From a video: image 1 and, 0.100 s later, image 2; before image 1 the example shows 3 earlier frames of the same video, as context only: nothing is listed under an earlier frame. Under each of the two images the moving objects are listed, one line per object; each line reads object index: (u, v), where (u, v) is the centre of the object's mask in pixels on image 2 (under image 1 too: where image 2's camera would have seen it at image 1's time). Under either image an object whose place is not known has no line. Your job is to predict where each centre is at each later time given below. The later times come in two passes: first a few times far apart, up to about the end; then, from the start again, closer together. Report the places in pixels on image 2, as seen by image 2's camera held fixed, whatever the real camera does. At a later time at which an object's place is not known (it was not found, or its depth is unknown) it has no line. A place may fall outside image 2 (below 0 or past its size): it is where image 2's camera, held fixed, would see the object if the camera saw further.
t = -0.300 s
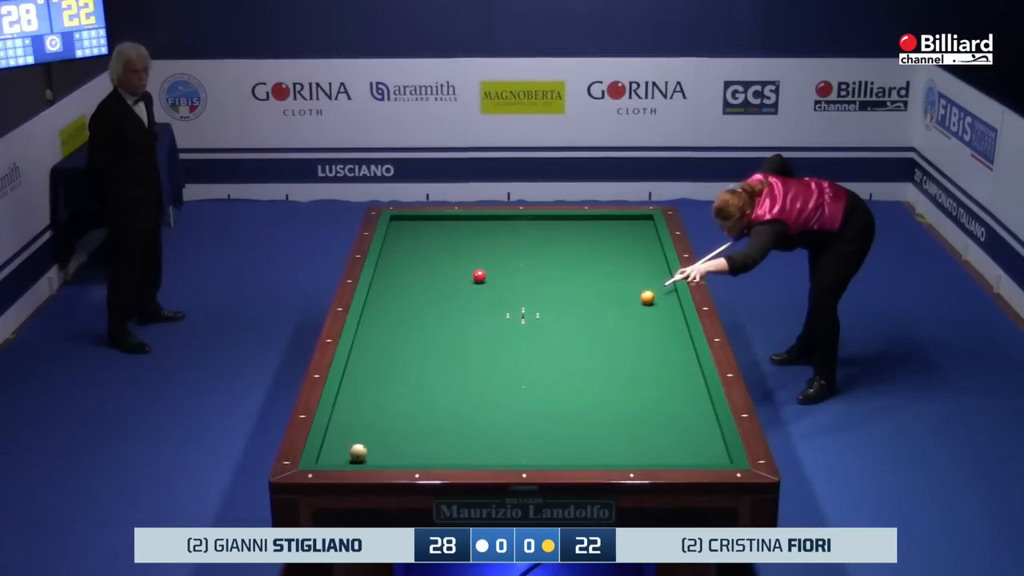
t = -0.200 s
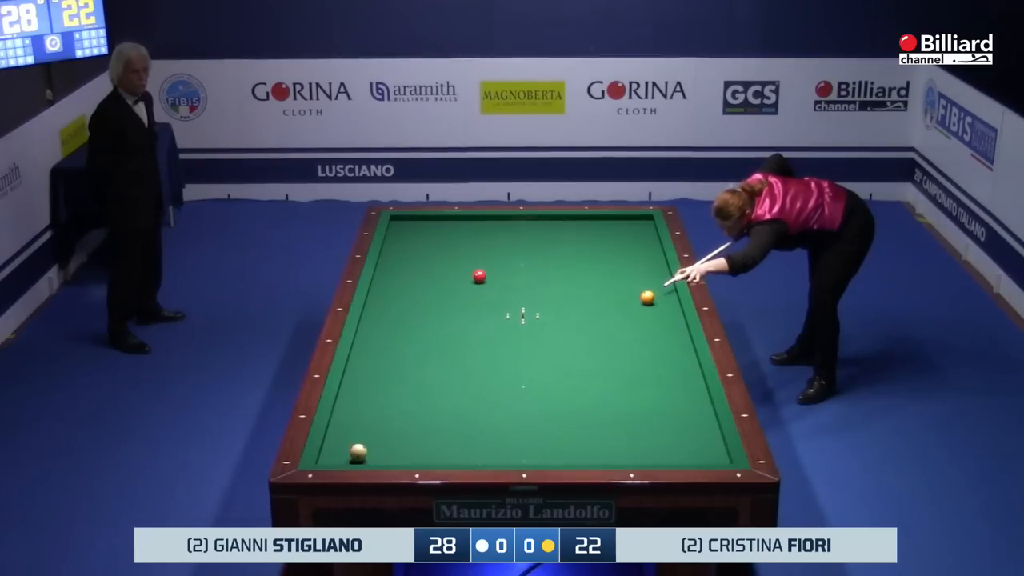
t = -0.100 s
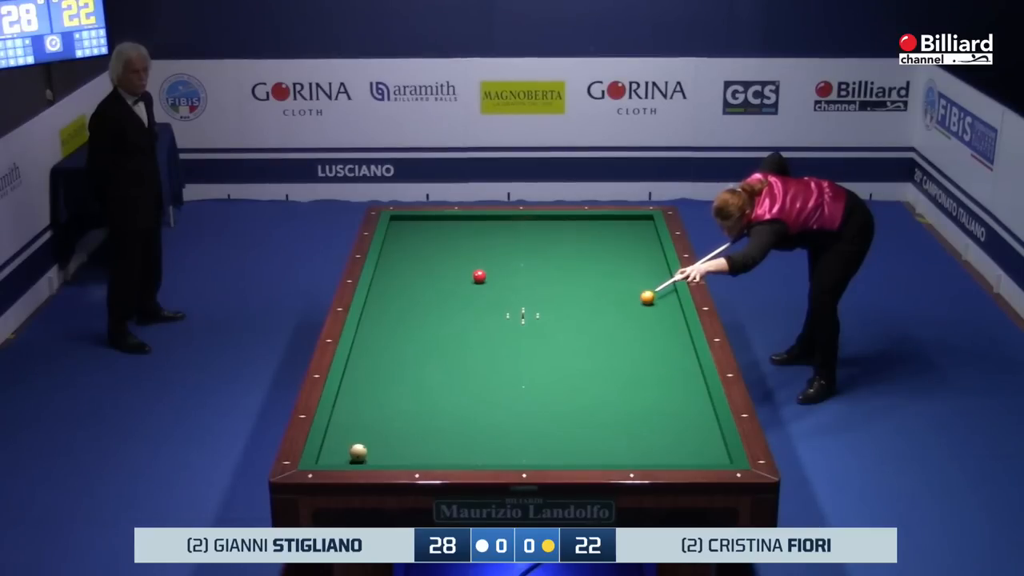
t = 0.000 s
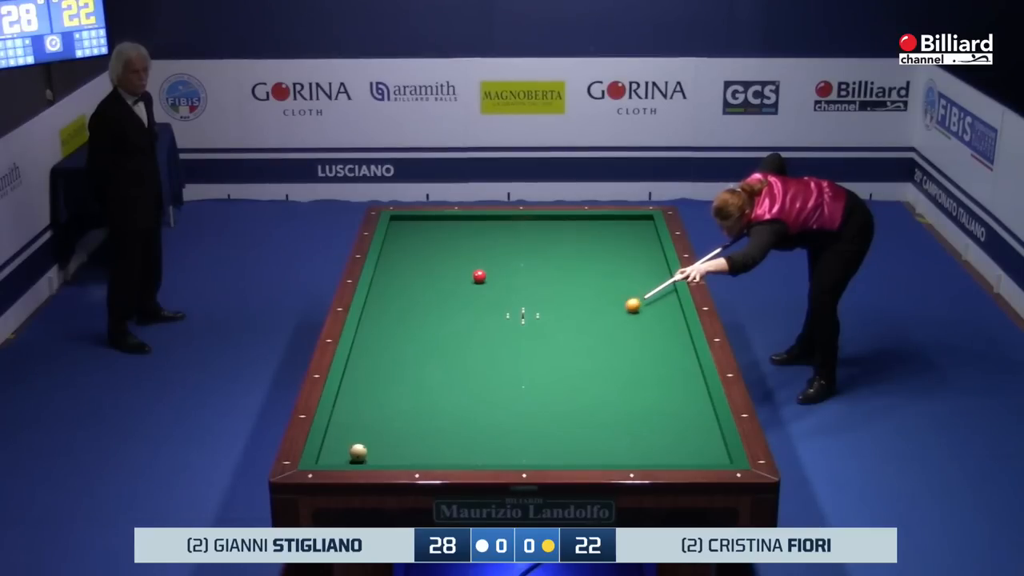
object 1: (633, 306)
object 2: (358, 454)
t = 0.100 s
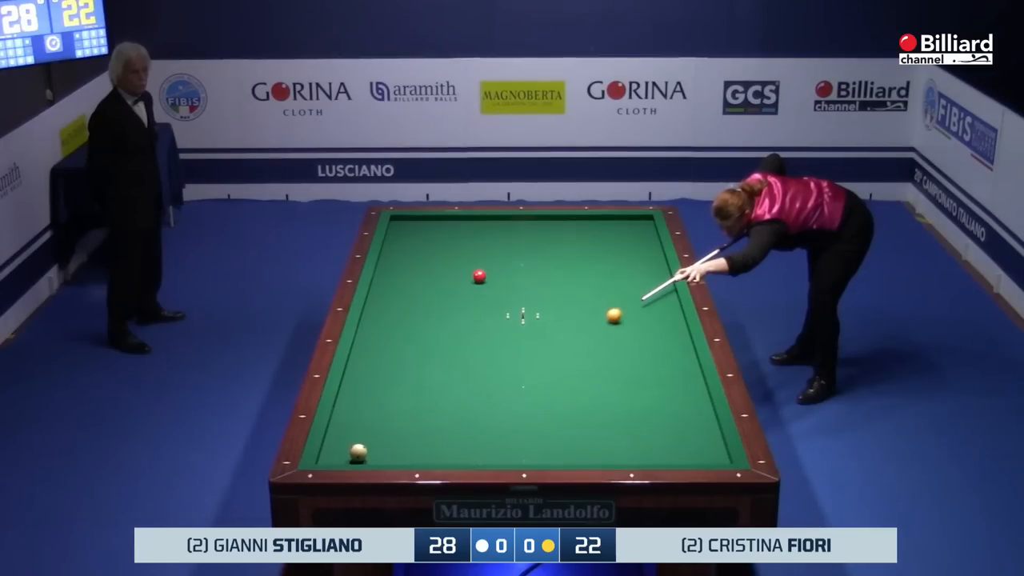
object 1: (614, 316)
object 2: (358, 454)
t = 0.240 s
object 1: (588, 330)
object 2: (358, 454)
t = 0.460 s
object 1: (545, 354)
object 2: (358, 454)
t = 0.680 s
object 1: (498, 379)
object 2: (358, 454)
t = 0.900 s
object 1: (447, 407)
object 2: (358, 454)
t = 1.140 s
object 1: (387, 440)
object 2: (358, 453)
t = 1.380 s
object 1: (371, 454)
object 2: (328, 455)
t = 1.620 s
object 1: (362, 459)
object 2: (352, 442)
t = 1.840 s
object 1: (361, 455)
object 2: (372, 430)
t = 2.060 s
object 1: (359, 451)
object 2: (391, 419)
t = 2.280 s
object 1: (358, 446)
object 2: (409, 408)
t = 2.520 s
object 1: (357, 440)
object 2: (427, 397)
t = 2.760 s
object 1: (355, 435)
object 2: (444, 386)
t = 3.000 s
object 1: (354, 431)
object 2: (460, 376)
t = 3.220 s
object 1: (353, 427)
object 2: (473, 368)
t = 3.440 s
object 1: (352, 423)
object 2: (486, 360)
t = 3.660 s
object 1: (351, 420)
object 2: (499, 352)
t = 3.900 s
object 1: (350, 417)
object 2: (512, 344)
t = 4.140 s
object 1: (349, 414)
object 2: (524, 336)
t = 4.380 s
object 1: (348, 411)
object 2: (536, 329)
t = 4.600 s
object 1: (347, 409)
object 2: (546, 323)
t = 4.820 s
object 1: (346, 408)
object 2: (556, 317)
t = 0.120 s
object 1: (610, 318)
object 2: (358, 454)
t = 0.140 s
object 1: (606, 320)
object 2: (358, 454)
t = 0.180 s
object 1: (599, 324)
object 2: (358, 454)
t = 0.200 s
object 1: (596, 326)
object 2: (358, 454)
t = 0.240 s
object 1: (588, 330)
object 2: (358, 454)
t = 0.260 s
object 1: (584, 332)
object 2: (358, 454)
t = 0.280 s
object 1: (580, 334)
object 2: (358, 454)
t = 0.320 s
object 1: (572, 339)
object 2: (358, 454)
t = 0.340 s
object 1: (568, 341)
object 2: (358, 454)
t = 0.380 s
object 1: (561, 345)
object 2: (358, 454)
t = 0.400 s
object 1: (557, 347)
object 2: (358, 454)
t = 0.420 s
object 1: (553, 349)
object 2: (358, 454)
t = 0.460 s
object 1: (545, 354)
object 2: (358, 454)
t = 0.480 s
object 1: (540, 356)
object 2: (358, 454)
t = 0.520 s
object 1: (532, 361)
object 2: (358, 454)
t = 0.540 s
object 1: (528, 363)
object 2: (358, 454)
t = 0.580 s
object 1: (519, 368)
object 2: (358, 454)
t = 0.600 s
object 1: (515, 370)
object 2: (358, 454)
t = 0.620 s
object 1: (511, 372)
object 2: (358, 454)
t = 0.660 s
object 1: (502, 377)
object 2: (358, 454)
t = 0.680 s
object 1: (498, 379)
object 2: (358, 454)
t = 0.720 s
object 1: (489, 384)
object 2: (358, 454)
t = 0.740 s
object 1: (484, 387)
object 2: (358, 454)
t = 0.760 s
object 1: (480, 389)
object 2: (358, 454)
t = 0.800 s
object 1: (471, 394)
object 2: (358, 454)
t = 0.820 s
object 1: (466, 397)
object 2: (358, 454)
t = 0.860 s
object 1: (457, 402)
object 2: (358, 454)
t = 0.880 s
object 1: (452, 404)
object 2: (358, 454)
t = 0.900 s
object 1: (447, 407)
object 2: (358, 454)
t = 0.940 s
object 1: (438, 412)
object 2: (358, 454)
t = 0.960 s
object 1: (433, 415)
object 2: (358, 454)
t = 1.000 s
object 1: (423, 420)
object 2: (358, 454)
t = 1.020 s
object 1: (418, 423)
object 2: (358, 454)
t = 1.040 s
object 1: (413, 426)
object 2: (358, 454)
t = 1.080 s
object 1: (403, 431)
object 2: (358, 453)
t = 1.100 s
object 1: (398, 434)
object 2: (358, 453)
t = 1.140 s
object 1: (387, 440)
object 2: (358, 453)
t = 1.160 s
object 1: (382, 443)
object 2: (358, 454)
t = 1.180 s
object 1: (377, 445)
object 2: (358, 453)
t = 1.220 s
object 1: (372, 449)
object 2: (351, 455)
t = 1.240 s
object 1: (373, 449)
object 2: (346, 456)
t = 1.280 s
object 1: (373, 450)
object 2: (335, 459)
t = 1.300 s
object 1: (373, 451)
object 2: (331, 459)
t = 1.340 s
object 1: (372, 452)
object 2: (326, 456)
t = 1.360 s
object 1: (371, 453)
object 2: (326, 456)
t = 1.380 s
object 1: (371, 454)
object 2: (328, 455)
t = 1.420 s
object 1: (369, 455)
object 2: (333, 454)
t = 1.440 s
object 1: (368, 456)
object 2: (335, 453)
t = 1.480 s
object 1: (367, 457)
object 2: (339, 450)
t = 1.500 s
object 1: (366, 457)
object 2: (341, 449)
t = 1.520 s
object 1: (365, 458)
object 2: (343, 448)
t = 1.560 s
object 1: (364, 459)
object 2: (347, 446)
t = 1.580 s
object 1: (363, 459)
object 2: (349, 445)
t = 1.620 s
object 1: (362, 459)
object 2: (352, 442)
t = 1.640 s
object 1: (362, 458)
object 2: (354, 441)
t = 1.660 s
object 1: (362, 458)
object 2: (356, 440)
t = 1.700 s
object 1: (362, 457)
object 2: (360, 438)
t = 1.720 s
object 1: (362, 457)
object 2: (362, 437)
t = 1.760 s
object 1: (362, 456)
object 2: (365, 435)
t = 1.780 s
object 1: (361, 456)
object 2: (367, 433)
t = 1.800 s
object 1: (361, 456)
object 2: (369, 432)
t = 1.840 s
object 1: (361, 455)
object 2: (372, 430)
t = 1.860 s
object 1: (361, 455)
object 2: (374, 429)
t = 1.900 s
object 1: (361, 454)
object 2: (377, 427)
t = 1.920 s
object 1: (361, 454)
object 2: (379, 426)
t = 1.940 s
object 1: (360, 453)
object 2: (381, 425)
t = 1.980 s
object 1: (360, 453)
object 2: (384, 423)
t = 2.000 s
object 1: (360, 452)
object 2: (386, 422)
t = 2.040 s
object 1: (360, 452)
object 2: (389, 420)
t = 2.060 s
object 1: (359, 451)
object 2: (391, 419)
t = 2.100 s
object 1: (359, 450)
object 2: (394, 417)
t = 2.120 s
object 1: (359, 449)
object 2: (396, 416)
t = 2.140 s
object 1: (359, 449)
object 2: (397, 415)
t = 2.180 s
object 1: (359, 448)
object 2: (401, 413)
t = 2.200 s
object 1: (358, 447)
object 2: (402, 412)
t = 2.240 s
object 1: (358, 446)
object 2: (406, 410)
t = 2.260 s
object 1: (358, 446)
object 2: (407, 409)
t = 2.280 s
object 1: (358, 446)
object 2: (409, 408)
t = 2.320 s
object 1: (358, 445)
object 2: (412, 406)
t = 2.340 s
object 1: (357, 444)
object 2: (413, 405)
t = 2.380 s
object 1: (357, 443)
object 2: (416, 403)
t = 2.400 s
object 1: (357, 443)
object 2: (418, 402)
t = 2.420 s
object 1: (357, 442)
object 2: (419, 401)
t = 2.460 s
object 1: (357, 442)
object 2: (422, 399)
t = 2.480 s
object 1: (357, 441)
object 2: (424, 398)
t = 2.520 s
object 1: (357, 440)
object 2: (427, 397)
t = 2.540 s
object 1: (356, 440)
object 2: (428, 396)
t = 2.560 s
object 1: (356, 439)
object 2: (429, 395)
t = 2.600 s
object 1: (356, 438)
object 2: (433, 393)
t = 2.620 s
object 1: (356, 438)
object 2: (434, 392)
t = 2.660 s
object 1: (356, 437)
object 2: (436, 390)
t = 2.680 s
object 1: (356, 437)
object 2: (438, 389)
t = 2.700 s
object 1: (356, 436)
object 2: (439, 389)
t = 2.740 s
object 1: (355, 436)
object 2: (442, 387)
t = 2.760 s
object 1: (355, 435)
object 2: (444, 386)
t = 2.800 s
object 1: (355, 435)
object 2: (446, 385)
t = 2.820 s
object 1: (355, 435)
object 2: (448, 384)
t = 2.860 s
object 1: (354, 434)
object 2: (450, 382)
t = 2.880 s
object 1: (354, 434)
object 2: (452, 381)
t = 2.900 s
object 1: (354, 433)
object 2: (453, 380)
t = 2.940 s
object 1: (354, 432)
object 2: (455, 379)
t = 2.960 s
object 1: (354, 432)
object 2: (457, 378)
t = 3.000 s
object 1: (354, 431)
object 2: (460, 376)
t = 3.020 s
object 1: (354, 430)
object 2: (461, 376)
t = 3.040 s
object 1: (354, 430)
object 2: (462, 375)
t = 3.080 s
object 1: (354, 429)
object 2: (465, 373)
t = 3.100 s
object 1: (353, 429)
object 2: (466, 372)
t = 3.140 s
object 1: (353, 428)
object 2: (469, 371)
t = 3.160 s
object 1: (353, 428)
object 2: (470, 370)
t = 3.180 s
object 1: (353, 428)
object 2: (471, 369)
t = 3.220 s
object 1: (353, 427)
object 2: (473, 368)
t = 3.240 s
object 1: (353, 427)
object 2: (474, 367)
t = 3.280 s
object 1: (353, 426)
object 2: (477, 366)
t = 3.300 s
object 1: (353, 425)
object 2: (478, 365)
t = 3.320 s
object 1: (353, 425)
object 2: (479, 364)
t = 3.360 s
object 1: (352, 425)
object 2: (482, 363)
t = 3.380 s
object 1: (352, 424)
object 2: (483, 362)
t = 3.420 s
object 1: (352, 424)
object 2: (485, 360)
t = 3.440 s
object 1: (352, 423)
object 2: (486, 360)
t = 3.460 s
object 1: (352, 423)
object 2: (488, 359)
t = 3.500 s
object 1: (352, 422)
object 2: (490, 358)
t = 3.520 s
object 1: (352, 422)
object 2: (491, 357)
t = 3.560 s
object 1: (352, 421)
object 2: (493, 355)
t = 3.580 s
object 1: (352, 421)
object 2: (494, 355)
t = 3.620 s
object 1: (351, 420)
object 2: (497, 353)
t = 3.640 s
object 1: (351, 420)
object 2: (498, 352)
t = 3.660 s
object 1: (351, 420)
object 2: (499, 352)
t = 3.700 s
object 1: (351, 419)
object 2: (501, 350)
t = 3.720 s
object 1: (351, 419)
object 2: (502, 350)
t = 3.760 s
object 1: (350, 419)
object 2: (504, 348)
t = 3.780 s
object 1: (350, 419)
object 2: (505, 348)
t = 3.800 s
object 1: (350, 419)
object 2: (506, 347)
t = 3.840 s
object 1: (350, 418)
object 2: (509, 346)
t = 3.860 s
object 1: (350, 418)
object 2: (510, 345)
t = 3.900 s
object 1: (350, 417)
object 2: (512, 344)
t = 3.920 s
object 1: (350, 417)
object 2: (513, 343)
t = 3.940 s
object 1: (350, 417)
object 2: (514, 343)
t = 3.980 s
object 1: (349, 416)
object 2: (516, 341)
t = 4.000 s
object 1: (349, 416)
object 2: (517, 341)
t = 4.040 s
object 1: (349, 415)
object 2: (519, 339)
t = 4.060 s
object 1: (349, 415)
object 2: (520, 339)
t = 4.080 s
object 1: (349, 415)
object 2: (521, 338)
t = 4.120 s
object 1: (349, 414)
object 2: (523, 337)
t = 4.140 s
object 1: (349, 414)
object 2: (524, 336)
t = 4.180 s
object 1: (349, 414)
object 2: (526, 335)
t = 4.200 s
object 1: (349, 413)
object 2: (527, 334)
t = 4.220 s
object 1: (348, 414)
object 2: (528, 334)
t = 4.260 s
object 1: (348, 413)
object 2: (530, 333)
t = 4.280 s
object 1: (348, 412)
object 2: (531, 332)
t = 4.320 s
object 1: (348, 412)
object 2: (533, 331)
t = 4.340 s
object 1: (348, 412)
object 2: (534, 330)
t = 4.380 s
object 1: (348, 411)
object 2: (536, 329)
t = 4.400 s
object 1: (348, 411)
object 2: (537, 329)
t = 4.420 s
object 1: (348, 411)
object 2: (538, 328)
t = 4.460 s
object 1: (348, 410)
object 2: (539, 327)
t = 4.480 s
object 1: (348, 410)
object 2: (540, 326)
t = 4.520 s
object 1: (347, 410)
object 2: (542, 325)
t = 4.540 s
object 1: (347, 410)
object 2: (543, 325)
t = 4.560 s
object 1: (347, 410)
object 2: (544, 324)
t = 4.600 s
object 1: (347, 409)
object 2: (546, 323)
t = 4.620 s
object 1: (347, 409)
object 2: (547, 322)
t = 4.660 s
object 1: (347, 409)
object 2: (548, 321)
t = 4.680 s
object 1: (347, 409)
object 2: (549, 321)
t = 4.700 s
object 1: (347, 409)
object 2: (550, 320)
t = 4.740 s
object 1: (347, 409)
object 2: (552, 319)
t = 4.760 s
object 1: (347, 408)
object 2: (553, 319)
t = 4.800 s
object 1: (347, 408)
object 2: (554, 317)
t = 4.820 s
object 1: (346, 408)
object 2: (556, 317)
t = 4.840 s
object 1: (347, 408)
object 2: (556, 317)
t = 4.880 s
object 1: (346, 407)
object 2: (558, 315)
